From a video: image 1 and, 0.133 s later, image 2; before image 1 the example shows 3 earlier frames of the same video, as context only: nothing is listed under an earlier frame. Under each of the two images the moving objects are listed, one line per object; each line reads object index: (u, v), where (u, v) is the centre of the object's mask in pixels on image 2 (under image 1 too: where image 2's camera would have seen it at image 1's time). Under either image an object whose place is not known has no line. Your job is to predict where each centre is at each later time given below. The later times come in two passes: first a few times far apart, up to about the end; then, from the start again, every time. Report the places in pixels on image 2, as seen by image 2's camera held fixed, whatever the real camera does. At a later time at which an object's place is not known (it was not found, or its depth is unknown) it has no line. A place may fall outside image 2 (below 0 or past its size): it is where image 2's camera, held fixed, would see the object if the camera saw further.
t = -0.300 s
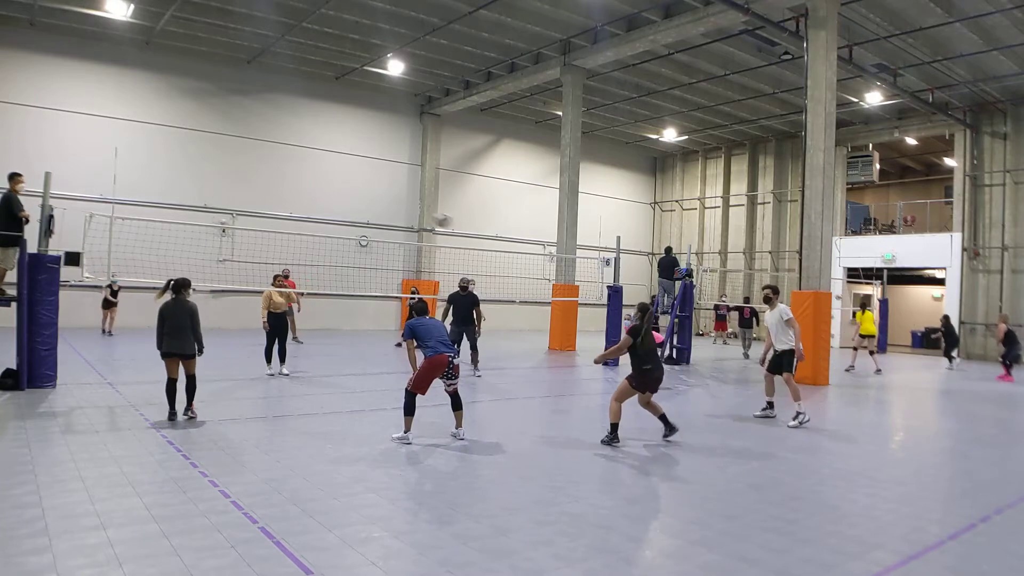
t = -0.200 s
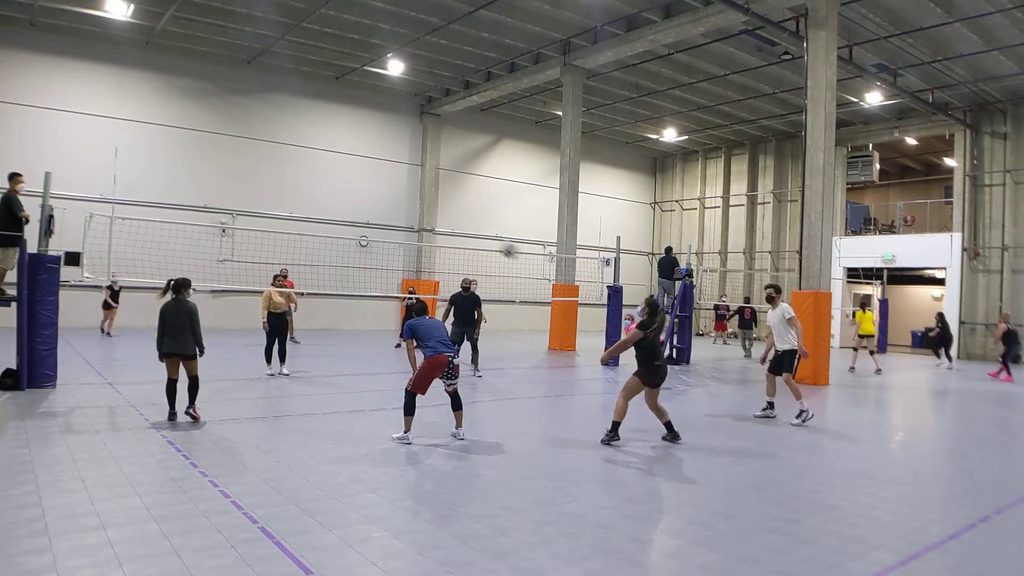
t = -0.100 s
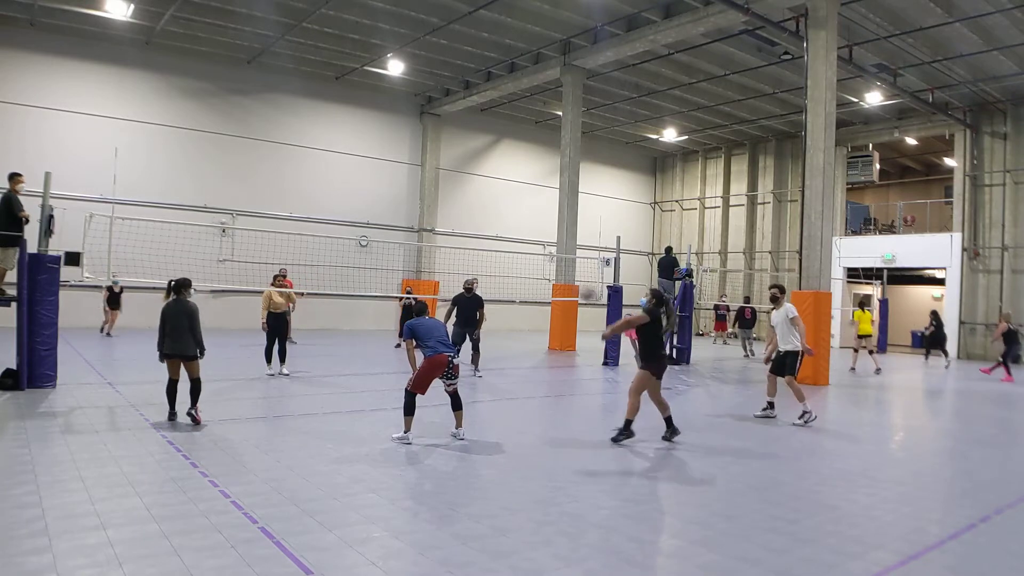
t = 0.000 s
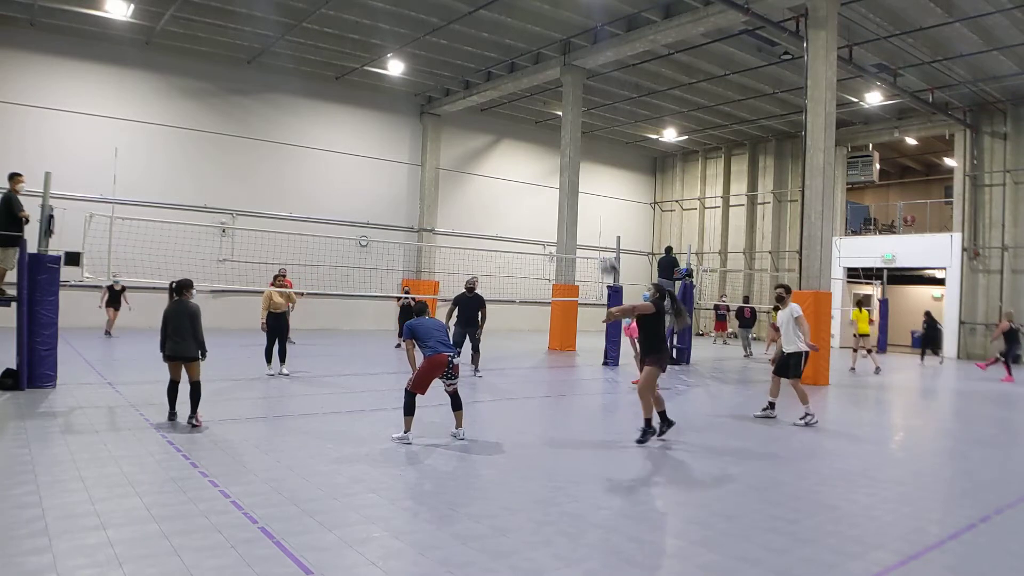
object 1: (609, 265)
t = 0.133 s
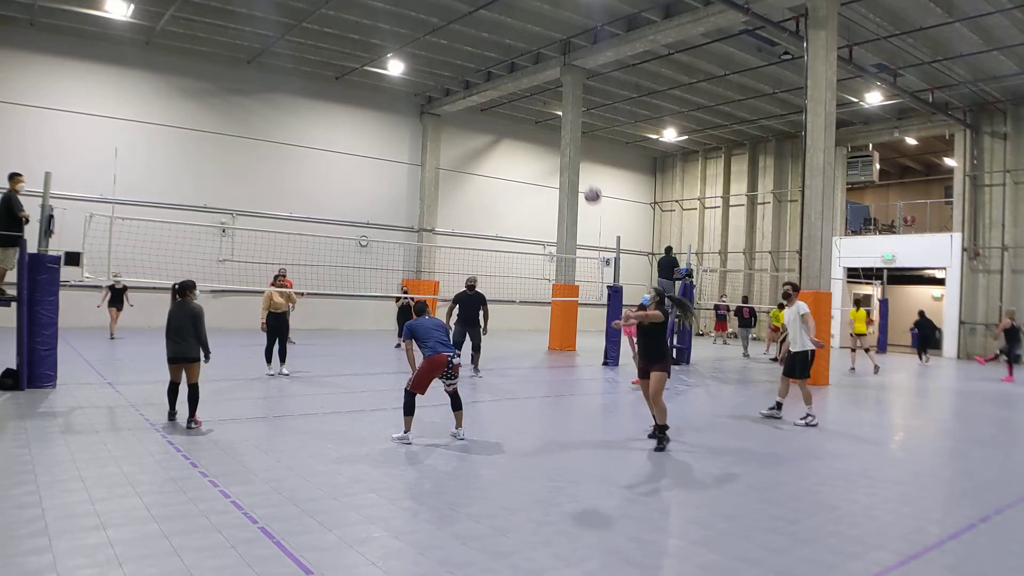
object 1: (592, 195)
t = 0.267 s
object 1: (579, 144)
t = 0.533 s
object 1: (551, 97)
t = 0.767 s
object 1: (530, 100)
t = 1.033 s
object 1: (507, 146)
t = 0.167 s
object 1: (588, 180)
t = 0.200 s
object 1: (585, 166)
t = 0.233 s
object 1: (581, 154)
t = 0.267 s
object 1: (579, 144)
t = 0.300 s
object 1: (574, 134)
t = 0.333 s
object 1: (571, 126)
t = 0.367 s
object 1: (567, 119)
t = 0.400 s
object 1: (563, 112)
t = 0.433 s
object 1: (560, 107)
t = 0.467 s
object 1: (557, 104)
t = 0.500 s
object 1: (554, 100)
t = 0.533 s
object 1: (551, 97)
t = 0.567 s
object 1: (547, 95)
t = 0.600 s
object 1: (544, 94)
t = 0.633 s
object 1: (542, 94)
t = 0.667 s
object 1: (538, 94)
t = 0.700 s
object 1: (535, 95)
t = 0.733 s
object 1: (533, 97)
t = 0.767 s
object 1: (530, 100)
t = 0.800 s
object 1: (527, 104)
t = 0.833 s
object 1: (523, 108)
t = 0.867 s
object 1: (521, 113)
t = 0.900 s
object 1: (519, 117)
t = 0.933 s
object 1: (515, 124)
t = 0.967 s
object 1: (513, 130)
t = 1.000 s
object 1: (510, 138)
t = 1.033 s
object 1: (507, 146)
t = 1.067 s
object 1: (504, 155)
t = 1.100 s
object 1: (502, 164)
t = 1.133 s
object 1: (499, 173)
